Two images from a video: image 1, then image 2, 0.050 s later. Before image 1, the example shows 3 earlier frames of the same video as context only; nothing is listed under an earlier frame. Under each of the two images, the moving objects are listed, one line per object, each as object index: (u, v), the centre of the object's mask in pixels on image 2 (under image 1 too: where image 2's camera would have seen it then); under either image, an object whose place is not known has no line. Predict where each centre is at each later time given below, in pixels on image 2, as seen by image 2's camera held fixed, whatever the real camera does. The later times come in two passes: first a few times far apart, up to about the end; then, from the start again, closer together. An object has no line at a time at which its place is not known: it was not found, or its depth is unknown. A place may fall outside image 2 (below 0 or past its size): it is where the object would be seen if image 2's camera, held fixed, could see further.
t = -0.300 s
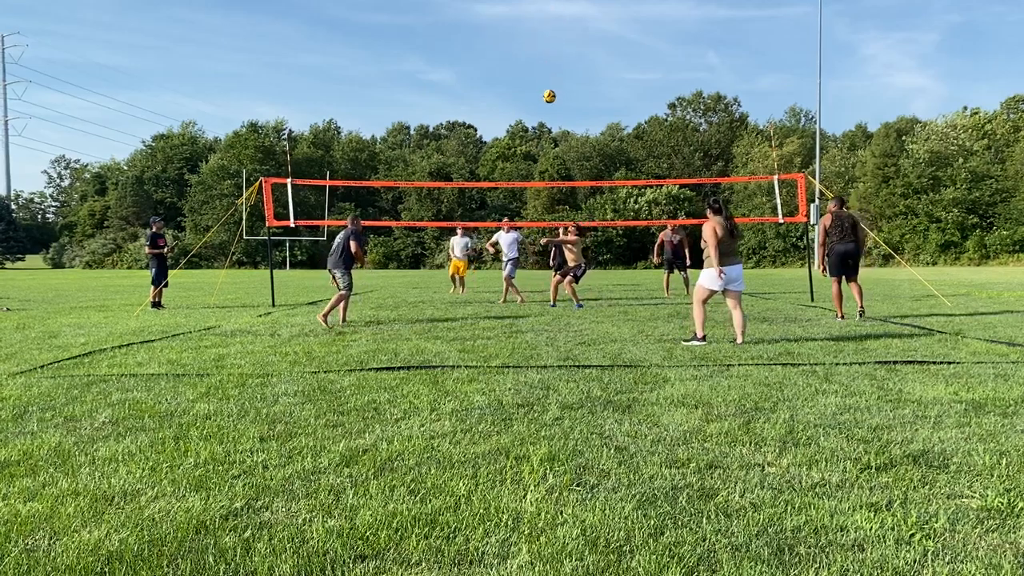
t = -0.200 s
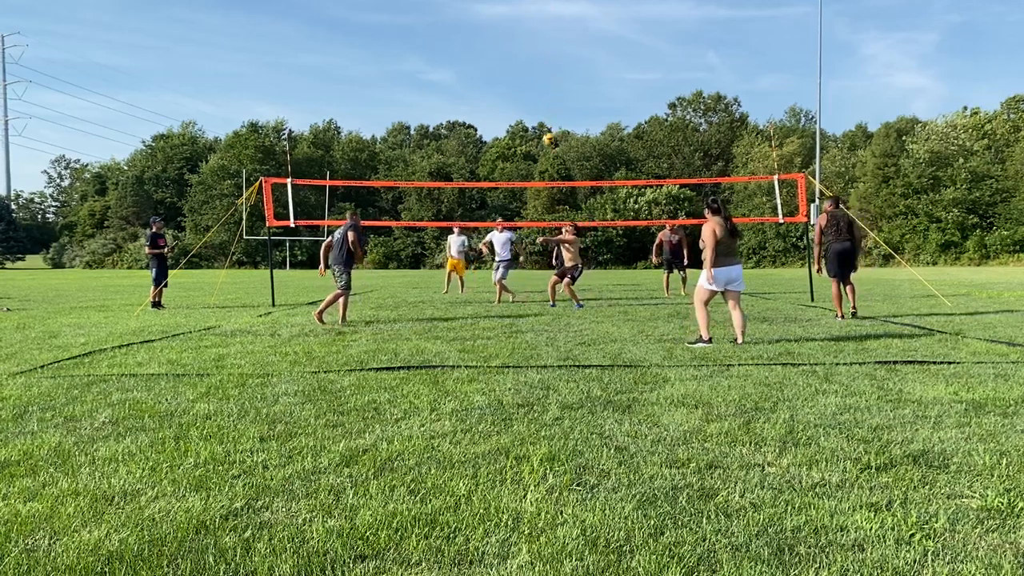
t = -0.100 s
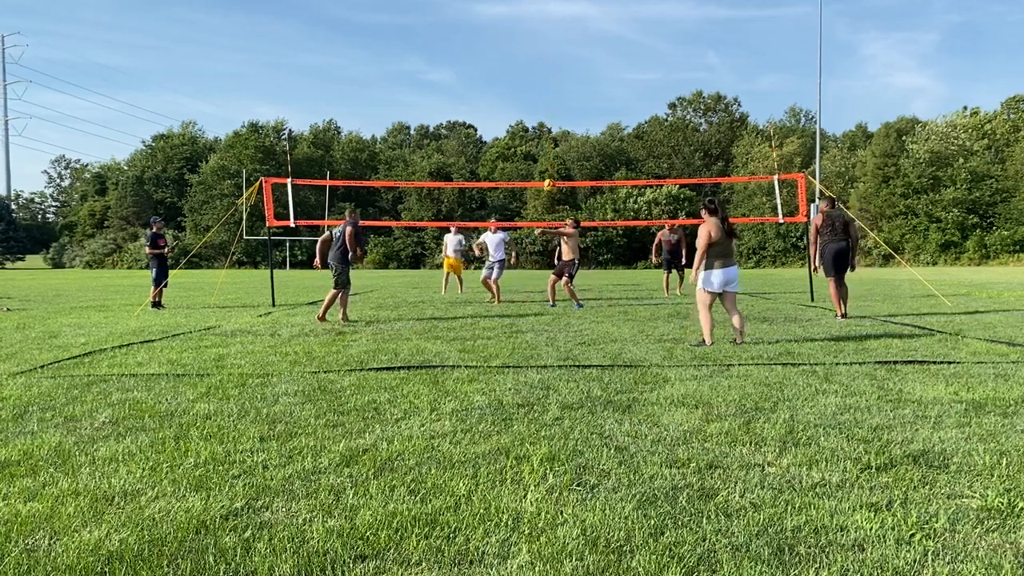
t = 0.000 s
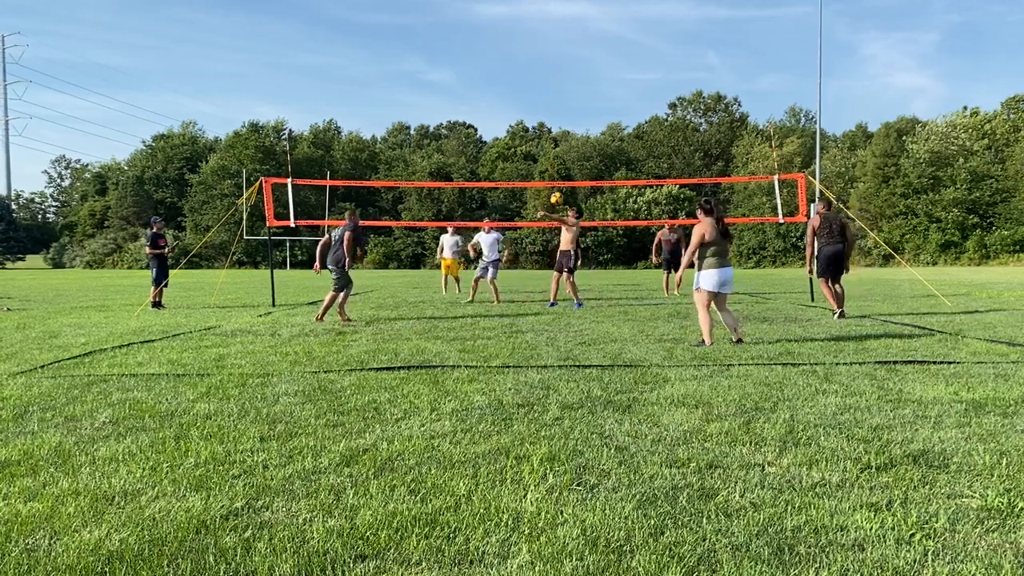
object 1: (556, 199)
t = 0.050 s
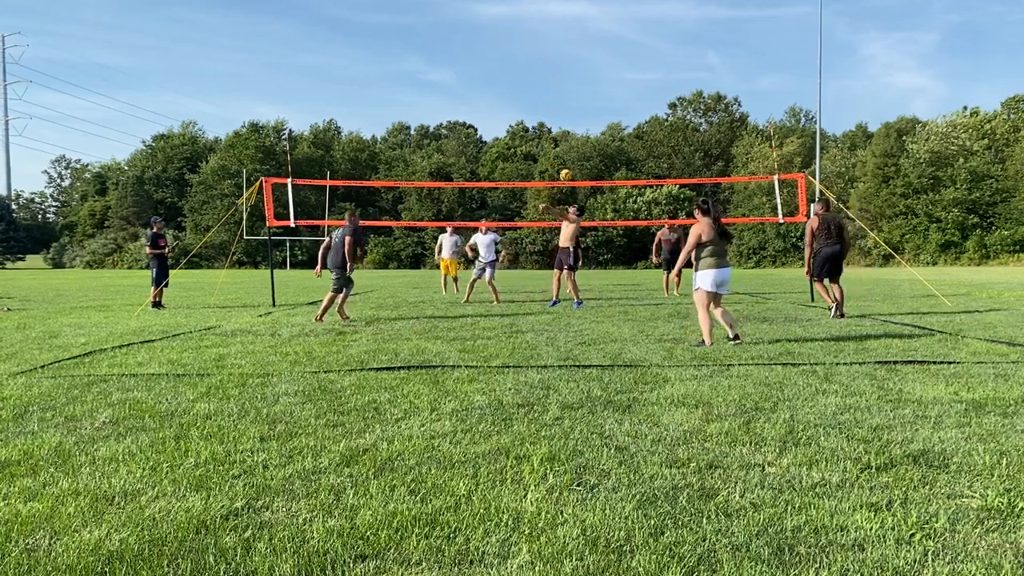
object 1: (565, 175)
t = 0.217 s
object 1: (598, 108)
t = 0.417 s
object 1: (639, 49)
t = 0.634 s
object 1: (684, 11)
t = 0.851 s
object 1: (729, 3)
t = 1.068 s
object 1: (774, 19)
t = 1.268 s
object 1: (815, 58)
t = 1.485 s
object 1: (859, 127)
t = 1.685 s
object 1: (896, 211)
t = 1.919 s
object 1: (935, 289)
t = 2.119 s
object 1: (942, 250)
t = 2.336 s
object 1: (950, 235)
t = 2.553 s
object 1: (959, 244)
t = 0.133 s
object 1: (581, 140)
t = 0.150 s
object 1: (585, 133)
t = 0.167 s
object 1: (588, 127)
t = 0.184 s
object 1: (592, 121)
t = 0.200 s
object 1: (595, 114)
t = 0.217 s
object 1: (598, 108)
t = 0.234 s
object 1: (602, 102)
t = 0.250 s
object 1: (605, 96)
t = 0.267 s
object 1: (608, 91)
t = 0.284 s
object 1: (612, 85)
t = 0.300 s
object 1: (616, 80)
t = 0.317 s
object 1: (619, 75)
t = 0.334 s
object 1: (622, 70)
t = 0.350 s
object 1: (626, 66)
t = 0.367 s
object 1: (629, 61)
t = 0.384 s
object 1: (633, 57)
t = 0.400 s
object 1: (636, 53)
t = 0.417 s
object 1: (639, 49)
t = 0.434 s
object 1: (643, 45)
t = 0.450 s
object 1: (646, 41)
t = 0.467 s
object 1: (650, 37)
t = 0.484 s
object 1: (653, 34)
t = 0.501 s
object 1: (656, 30)
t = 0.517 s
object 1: (660, 27)
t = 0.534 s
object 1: (664, 25)
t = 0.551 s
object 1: (667, 22)
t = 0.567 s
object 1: (671, 19)
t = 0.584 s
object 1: (674, 17)
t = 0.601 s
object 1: (678, 15)
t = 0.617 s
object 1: (681, 13)
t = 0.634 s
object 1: (684, 11)
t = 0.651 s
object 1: (688, 9)
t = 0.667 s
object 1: (692, 7)
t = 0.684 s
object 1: (695, 6)
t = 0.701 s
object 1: (698, 5)
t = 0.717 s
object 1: (702, 5)
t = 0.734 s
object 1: (705, 4)
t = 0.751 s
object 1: (709, 4)
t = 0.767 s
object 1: (712, 4)
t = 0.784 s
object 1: (716, 4)
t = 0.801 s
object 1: (719, 3)
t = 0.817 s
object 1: (722, 3)
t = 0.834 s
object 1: (726, 3)
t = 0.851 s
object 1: (729, 3)
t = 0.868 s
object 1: (733, 4)
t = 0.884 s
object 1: (736, 4)
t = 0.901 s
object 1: (740, 4)
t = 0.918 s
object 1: (743, 5)
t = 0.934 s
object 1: (747, 5)
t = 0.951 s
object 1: (750, 6)
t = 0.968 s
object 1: (754, 7)
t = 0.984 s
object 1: (757, 9)
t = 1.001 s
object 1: (761, 10)
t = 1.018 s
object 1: (764, 12)
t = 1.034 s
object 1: (768, 14)
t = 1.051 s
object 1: (771, 16)
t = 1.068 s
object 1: (774, 19)
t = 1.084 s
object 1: (778, 21)
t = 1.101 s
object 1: (781, 24)
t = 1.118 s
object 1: (785, 26)
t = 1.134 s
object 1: (788, 30)
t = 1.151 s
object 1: (792, 33)
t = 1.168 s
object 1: (795, 36)
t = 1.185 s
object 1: (799, 39)
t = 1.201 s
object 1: (802, 43)
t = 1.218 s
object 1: (805, 47)
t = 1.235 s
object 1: (808, 51)
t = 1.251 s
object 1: (812, 55)
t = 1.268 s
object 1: (815, 58)
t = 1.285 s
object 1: (819, 63)
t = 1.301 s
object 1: (822, 67)
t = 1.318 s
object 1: (826, 72)
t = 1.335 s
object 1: (829, 77)
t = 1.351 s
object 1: (832, 82)
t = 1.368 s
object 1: (836, 87)
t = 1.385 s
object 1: (839, 92)
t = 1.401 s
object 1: (842, 98)
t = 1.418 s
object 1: (846, 103)
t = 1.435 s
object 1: (849, 109)
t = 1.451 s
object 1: (852, 115)
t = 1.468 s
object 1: (855, 121)
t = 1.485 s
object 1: (859, 127)
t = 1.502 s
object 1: (862, 132)
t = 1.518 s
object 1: (865, 139)
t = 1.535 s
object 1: (868, 146)
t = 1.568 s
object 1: (874, 159)
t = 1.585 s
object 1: (877, 166)
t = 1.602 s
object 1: (880, 173)
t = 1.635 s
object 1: (887, 188)
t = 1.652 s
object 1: (890, 196)
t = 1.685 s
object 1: (896, 211)
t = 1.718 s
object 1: (903, 228)
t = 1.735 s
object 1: (907, 236)
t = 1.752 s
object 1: (908, 244)
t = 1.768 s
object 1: (912, 253)
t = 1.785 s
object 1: (915, 262)
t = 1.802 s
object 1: (919, 271)
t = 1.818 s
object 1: (922, 280)
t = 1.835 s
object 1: (925, 288)
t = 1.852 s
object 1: (928, 297)
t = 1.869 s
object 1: (930, 303)
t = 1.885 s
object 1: (932, 299)
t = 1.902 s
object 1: (934, 293)
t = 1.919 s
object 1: (935, 289)
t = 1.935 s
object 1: (935, 284)
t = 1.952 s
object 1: (936, 281)
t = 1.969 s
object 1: (936, 277)
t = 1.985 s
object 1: (937, 273)
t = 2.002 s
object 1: (938, 270)
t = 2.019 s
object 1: (939, 266)
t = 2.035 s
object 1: (939, 263)
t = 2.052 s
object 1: (940, 260)
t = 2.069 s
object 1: (939, 258)
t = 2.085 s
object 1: (940, 255)
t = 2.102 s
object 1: (941, 252)
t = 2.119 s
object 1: (942, 250)
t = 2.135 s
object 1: (943, 248)
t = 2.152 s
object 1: (943, 246)
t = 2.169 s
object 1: (944, 244)
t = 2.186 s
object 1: (945, 243)
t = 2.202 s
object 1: (946, 241)
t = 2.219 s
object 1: (946, 240)
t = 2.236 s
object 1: (946, 238)
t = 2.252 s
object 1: (947, 237)
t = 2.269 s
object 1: (948, 236)
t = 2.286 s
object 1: (949, 236)
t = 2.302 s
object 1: (949, 235)
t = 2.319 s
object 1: (950, 235)
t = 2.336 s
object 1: (950, 235)
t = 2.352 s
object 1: (951, 235)
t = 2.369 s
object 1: (952, 234)
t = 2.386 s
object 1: (952, 234)
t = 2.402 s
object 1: (953, 235)
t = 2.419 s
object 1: (953, 235)
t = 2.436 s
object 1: (954, 235)
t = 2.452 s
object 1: (954, 236)
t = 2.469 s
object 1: (956, 237)
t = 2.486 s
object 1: (956, 238)
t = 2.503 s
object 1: (957, 240)
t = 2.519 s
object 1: (958, 242)
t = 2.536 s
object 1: (958, 243)
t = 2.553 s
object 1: (959, 244)
